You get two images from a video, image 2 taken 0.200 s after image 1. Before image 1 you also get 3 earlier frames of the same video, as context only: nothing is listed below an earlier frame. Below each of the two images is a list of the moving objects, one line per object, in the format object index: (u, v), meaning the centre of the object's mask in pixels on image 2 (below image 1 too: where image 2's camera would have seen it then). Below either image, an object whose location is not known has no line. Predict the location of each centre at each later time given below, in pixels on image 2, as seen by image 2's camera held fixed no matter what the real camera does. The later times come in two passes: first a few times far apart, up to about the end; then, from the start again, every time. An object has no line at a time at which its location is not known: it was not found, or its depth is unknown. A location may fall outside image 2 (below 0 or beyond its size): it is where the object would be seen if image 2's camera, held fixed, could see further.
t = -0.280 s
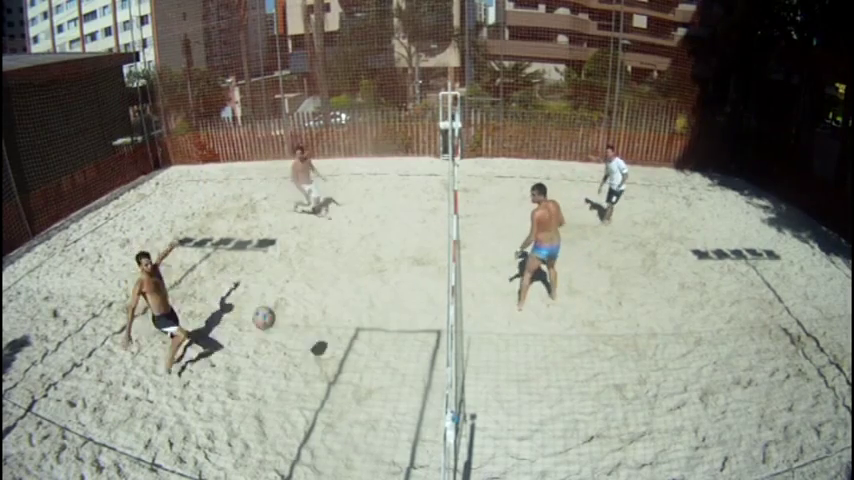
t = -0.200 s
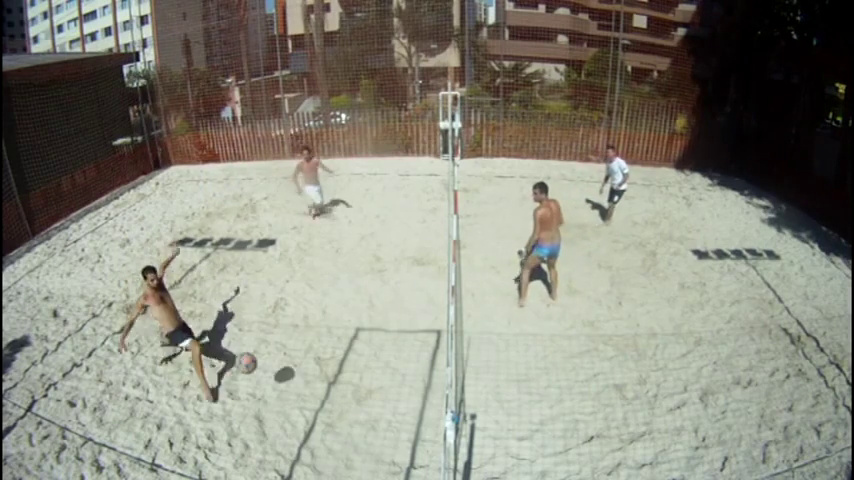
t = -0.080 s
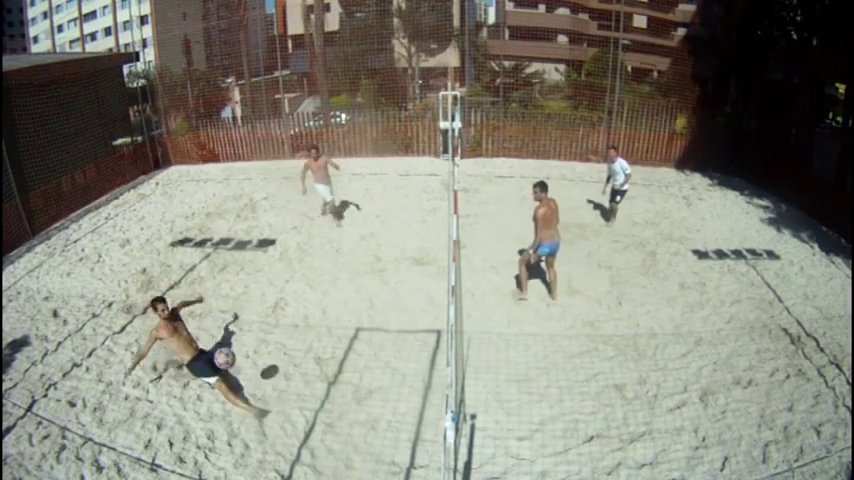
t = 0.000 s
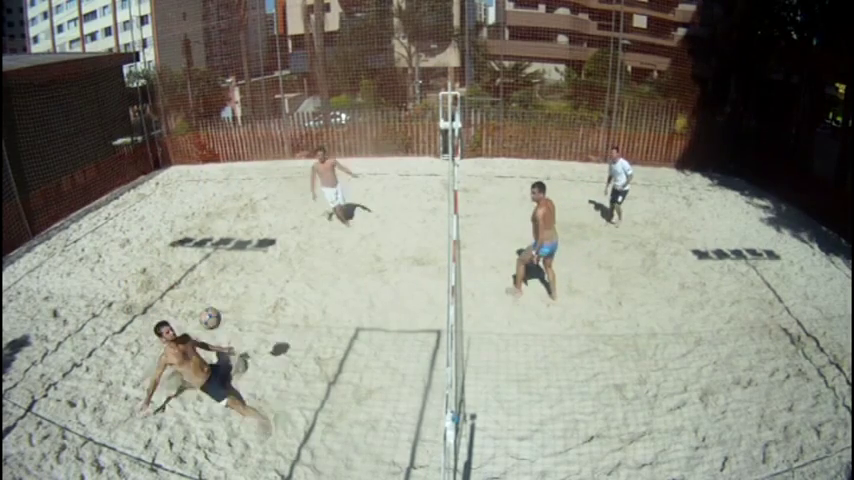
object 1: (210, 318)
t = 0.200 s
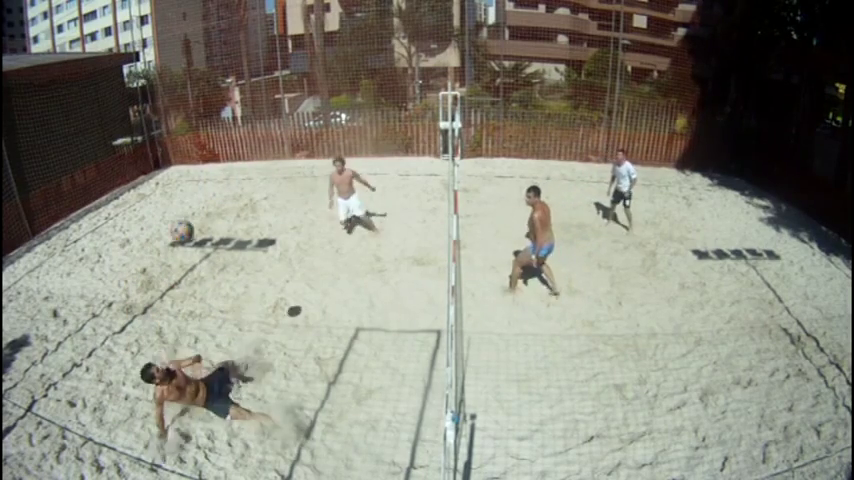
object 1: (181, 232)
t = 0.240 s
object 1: (179, 218)
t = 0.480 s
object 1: (166, 171)
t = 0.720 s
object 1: (166, 183)
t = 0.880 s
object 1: (173, 217)
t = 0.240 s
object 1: (179, 218)
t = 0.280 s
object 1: (175, 206)
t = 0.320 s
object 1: (172, 196)
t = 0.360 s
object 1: (170, 187)
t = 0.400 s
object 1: (169, 181)
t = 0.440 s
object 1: (167, 175)
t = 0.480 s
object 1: (166, 171)
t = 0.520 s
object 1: (165, 170)
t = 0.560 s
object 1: (165, 169)
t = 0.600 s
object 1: (165, 171)
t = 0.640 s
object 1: (165, 173)
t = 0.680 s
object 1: (165, 178)
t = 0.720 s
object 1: (166, 183)
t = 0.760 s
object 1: (167, 190)
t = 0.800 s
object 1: (170, 198)
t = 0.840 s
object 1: (171, 207)
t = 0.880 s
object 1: (173, 217)
